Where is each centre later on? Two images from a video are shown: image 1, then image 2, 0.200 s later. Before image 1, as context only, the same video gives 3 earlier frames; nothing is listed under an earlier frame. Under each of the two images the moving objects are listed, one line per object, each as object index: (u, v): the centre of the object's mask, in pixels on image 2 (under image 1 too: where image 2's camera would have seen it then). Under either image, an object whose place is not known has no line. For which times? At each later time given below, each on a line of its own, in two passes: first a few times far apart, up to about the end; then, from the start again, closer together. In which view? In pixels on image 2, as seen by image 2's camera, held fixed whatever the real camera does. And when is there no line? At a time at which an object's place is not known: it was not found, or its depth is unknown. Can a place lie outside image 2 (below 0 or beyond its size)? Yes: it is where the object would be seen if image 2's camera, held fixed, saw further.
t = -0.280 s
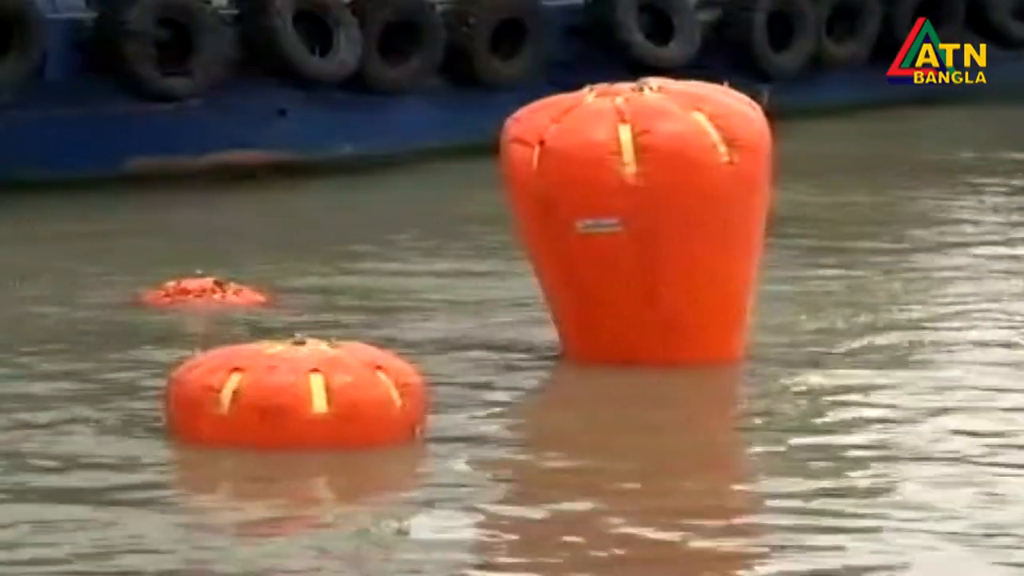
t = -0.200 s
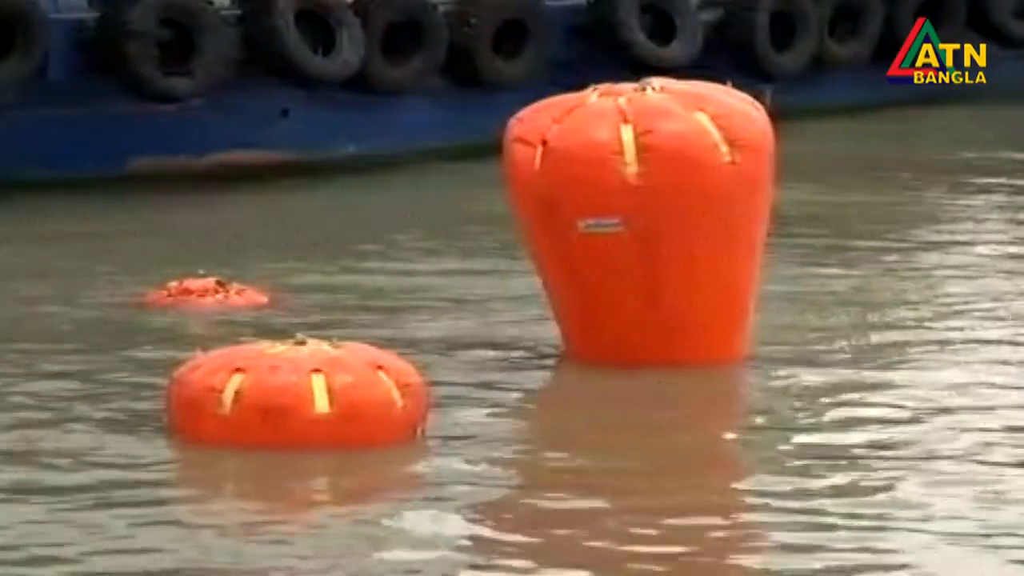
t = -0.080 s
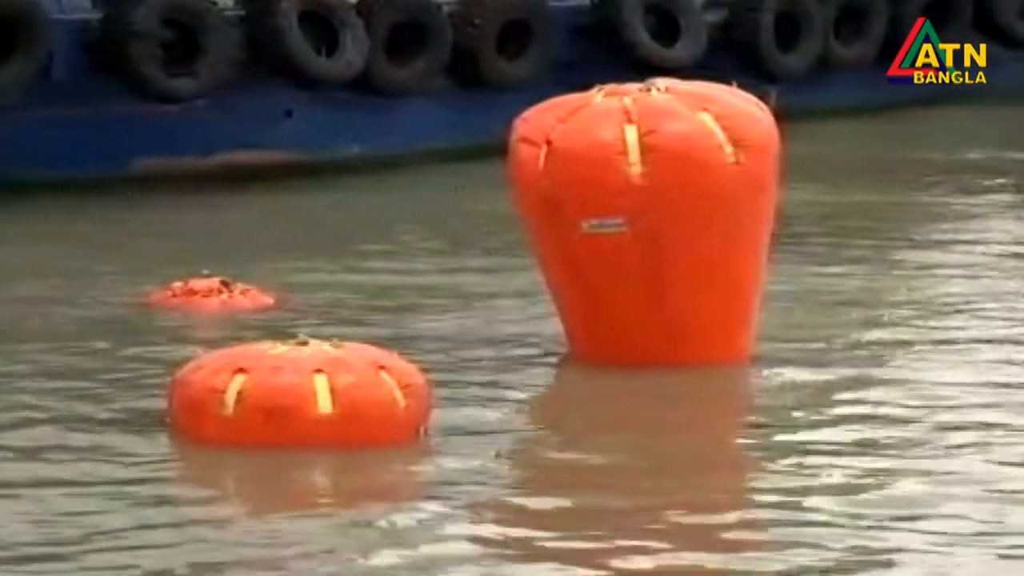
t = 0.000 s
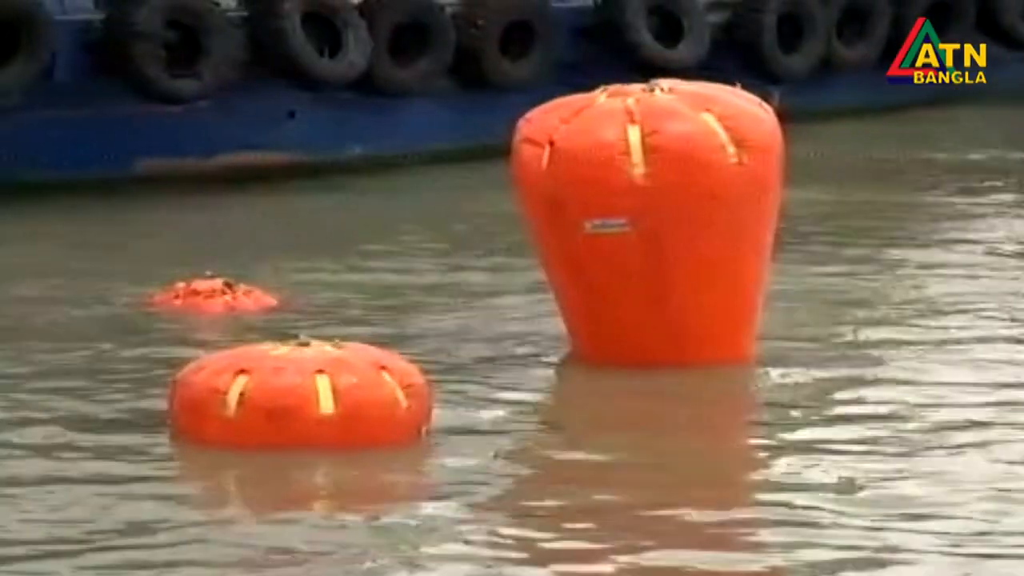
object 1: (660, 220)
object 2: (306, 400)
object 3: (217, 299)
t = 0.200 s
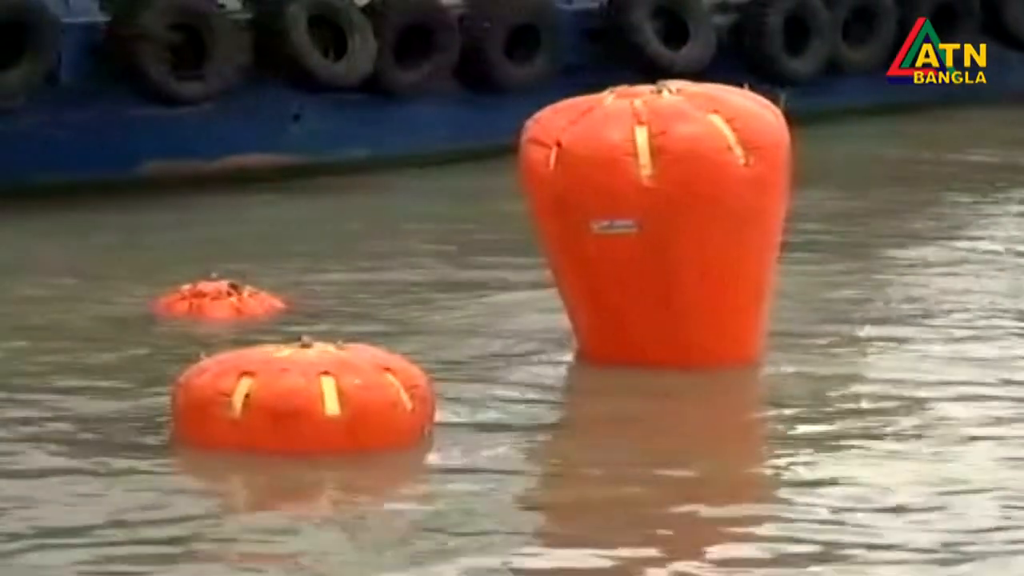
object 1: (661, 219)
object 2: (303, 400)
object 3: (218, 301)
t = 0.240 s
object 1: (661, 218)
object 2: (303, 400)
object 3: (218, 301)
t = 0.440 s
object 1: (662, 218)
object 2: (302, 400)
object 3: (217, 302)
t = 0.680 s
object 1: (661, 218)
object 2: (304, 400)
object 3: (212, 298)
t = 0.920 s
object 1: (659, 218)
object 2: (308, 399)
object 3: (209, 297)
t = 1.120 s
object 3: (208, 298)
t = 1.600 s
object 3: (210, 299)
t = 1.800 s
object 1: (652, 216)
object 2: (311, 398)
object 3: (213, 298)
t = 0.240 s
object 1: (661, 218)
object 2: (303, 400)
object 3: (218, 301)
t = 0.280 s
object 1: (662, 218)
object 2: (302, 400)
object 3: (218, 301)
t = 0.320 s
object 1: (662, 218)
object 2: (302, 400)
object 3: (218, 302)
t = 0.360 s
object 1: (662, 218)
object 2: (302, 399)
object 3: (218, 301)
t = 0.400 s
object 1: (662, 218)
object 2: (302, 400)
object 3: (217, 302)
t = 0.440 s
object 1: (662, 218)
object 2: (302, 400)
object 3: (217, 302)
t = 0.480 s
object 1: (662, 218)
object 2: (302, 400)
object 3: (216, 302)
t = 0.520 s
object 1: (662, 219)
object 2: (303, 400)
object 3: (216, 301)
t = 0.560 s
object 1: (661, 217)
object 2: (302, 399)
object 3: (214, 300)
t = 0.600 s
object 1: (661, 218)
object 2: (303, 400)
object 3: (214, 300)
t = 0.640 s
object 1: (661, 218)
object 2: (303, 400)
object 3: (213, 299)
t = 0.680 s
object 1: (661, 218)
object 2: (304, 400)
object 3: (212, 298)
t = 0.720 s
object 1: (661, 218)
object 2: (305, 400)
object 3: (212, 298)
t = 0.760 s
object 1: (661, 218)
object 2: (305, 400)
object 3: (211, 298)
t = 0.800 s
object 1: (660, 218)
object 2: (306, 399)
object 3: (210, 297)
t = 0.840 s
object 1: (660, 218)
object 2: (306, 399)
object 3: (210, 297)
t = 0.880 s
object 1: (659, 218)
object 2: (308, 399)
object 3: (210, 297)
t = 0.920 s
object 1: (659, 218)
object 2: (308, 399)
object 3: (209, 297)
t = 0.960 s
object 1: (659, 218)
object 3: (209, 297)
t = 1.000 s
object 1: (659, 218)
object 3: (210, 296)
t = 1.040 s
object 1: (658, 219)
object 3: (209, 297)
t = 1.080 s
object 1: (658, 219)
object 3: (209, 296)
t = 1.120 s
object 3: (208, 298)
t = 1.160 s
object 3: (209, 297)
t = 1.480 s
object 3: (206, 300)
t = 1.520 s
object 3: (209, 300)
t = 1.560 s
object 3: (210, 300)
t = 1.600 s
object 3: (210, 299)
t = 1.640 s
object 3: (210, 299)
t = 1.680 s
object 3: (210, 299)
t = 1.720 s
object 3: (211, 299)
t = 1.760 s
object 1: (652, 216)
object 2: (312, 398)
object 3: (212, 299)
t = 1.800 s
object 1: (652, 216)
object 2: (311, 398)
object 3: (213, 298)
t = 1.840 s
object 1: (651, 216)
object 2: (311, 398)
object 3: (213, 299)
